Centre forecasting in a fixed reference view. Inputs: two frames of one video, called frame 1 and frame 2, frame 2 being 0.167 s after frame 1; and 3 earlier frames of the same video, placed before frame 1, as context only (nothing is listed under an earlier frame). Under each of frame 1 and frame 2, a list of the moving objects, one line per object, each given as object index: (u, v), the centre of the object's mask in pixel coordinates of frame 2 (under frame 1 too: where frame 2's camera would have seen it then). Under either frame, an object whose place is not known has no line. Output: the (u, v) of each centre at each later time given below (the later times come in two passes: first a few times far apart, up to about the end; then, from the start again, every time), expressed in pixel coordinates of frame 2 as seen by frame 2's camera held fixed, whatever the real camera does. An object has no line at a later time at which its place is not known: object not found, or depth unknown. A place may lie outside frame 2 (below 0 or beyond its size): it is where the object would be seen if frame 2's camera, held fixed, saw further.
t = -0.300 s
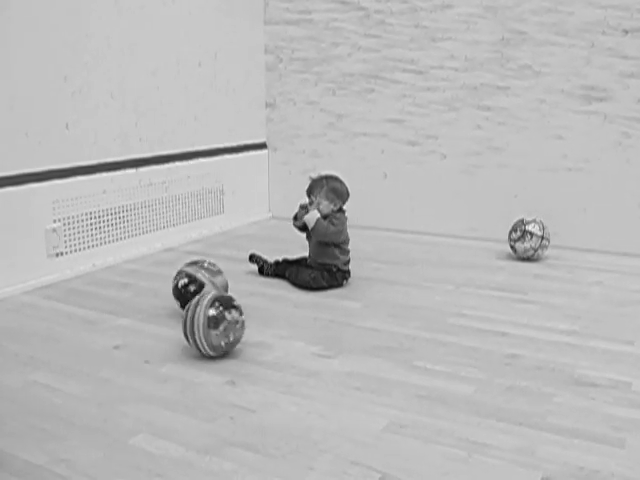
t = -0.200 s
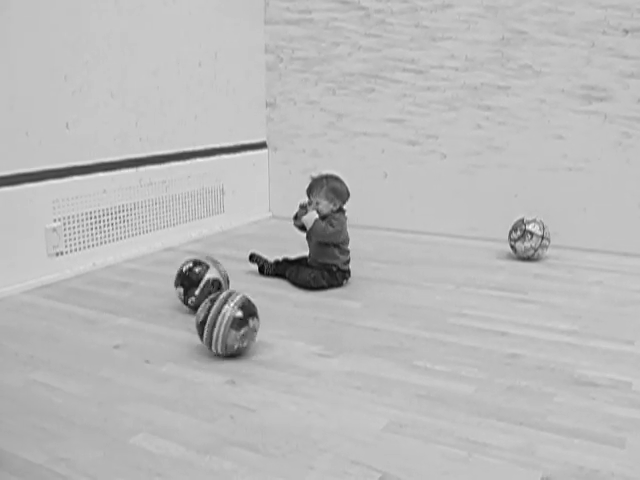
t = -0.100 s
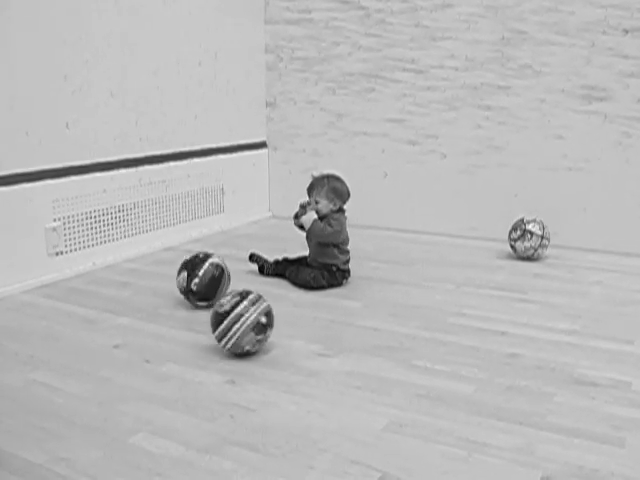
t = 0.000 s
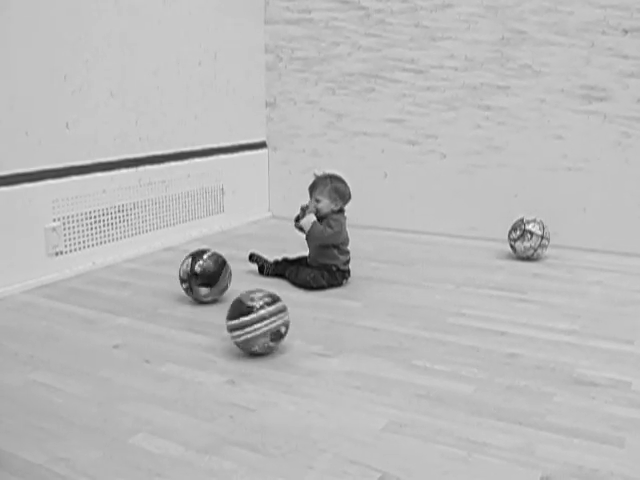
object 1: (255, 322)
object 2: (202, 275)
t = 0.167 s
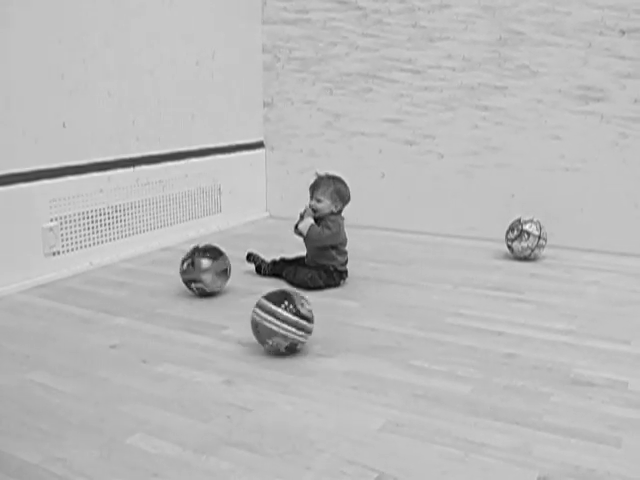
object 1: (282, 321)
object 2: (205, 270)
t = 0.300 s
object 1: (303, 321)
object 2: (207, 266)
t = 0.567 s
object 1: (338, 322)
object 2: (211, 259)
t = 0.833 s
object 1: (365, 323)
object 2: (217, 249)
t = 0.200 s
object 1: (288, 321)
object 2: (206, 269)
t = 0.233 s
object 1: (293, 321)
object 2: (206, 267)
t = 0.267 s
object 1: (298, 321)
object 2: (207, 266)
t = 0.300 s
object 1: (303, 321)
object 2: (207, 266)
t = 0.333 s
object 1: (308, 321)
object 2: (208, 264)
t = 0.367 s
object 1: (313, 321)
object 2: (208, 263)
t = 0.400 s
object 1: (317, 321)
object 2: (208, 263)
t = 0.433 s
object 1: (322, 321)
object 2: (209, 261)
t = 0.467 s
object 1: (326, 321)
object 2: (209, 261)
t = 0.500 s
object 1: (330, 321)
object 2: (210, 260)
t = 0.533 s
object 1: (334, 321)
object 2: (210, 259)
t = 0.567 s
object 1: (338, 322)
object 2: (211, 259)
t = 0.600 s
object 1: (342, 322)
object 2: (211, 258)
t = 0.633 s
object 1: (345, 322)
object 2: (212, 257)
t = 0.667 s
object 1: (349, 322)
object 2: (212, 257)
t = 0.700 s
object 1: (352, 322)
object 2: (213, 256)
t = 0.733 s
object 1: (356, 322)
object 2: (213, 255)
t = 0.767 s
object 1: (358, 322)
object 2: (214, 254)
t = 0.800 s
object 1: (362, 322)
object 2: (215, 253)
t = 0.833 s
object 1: (365, 323)
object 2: (217, 249)
